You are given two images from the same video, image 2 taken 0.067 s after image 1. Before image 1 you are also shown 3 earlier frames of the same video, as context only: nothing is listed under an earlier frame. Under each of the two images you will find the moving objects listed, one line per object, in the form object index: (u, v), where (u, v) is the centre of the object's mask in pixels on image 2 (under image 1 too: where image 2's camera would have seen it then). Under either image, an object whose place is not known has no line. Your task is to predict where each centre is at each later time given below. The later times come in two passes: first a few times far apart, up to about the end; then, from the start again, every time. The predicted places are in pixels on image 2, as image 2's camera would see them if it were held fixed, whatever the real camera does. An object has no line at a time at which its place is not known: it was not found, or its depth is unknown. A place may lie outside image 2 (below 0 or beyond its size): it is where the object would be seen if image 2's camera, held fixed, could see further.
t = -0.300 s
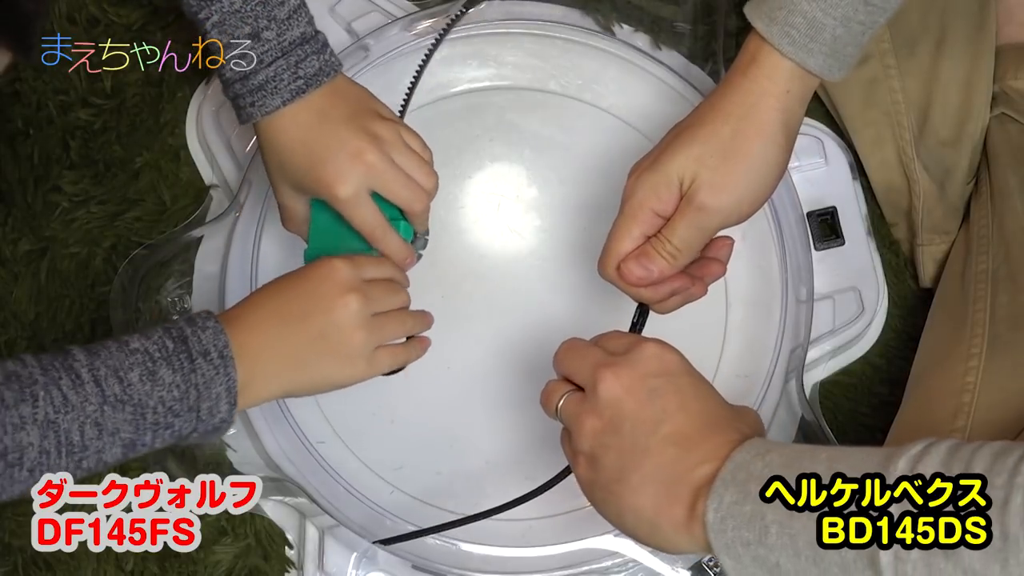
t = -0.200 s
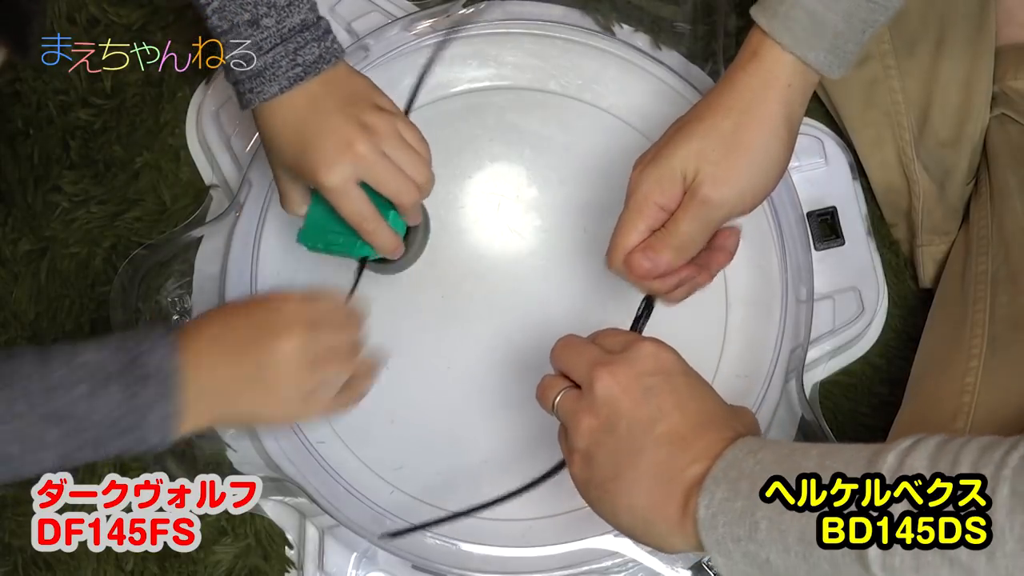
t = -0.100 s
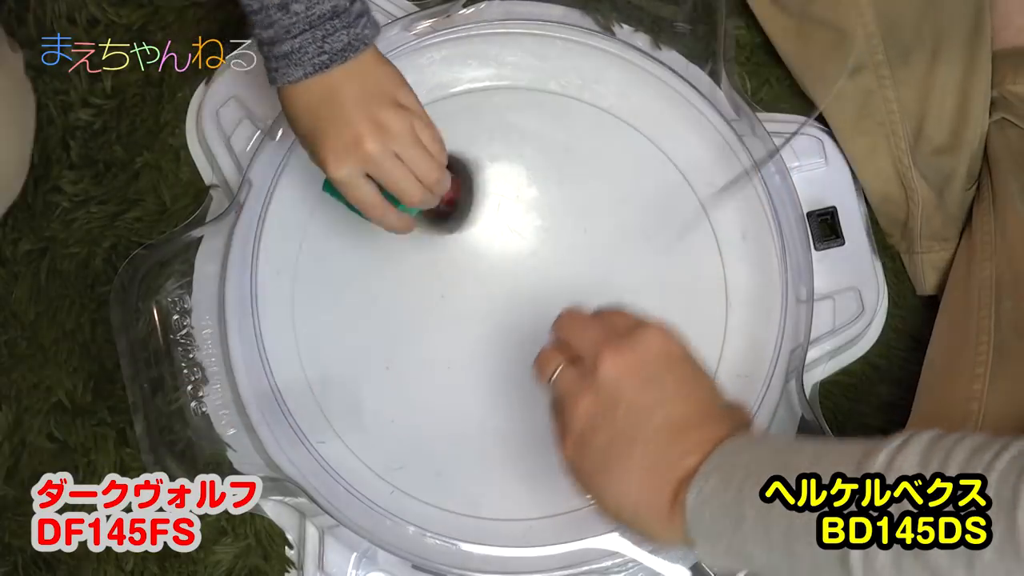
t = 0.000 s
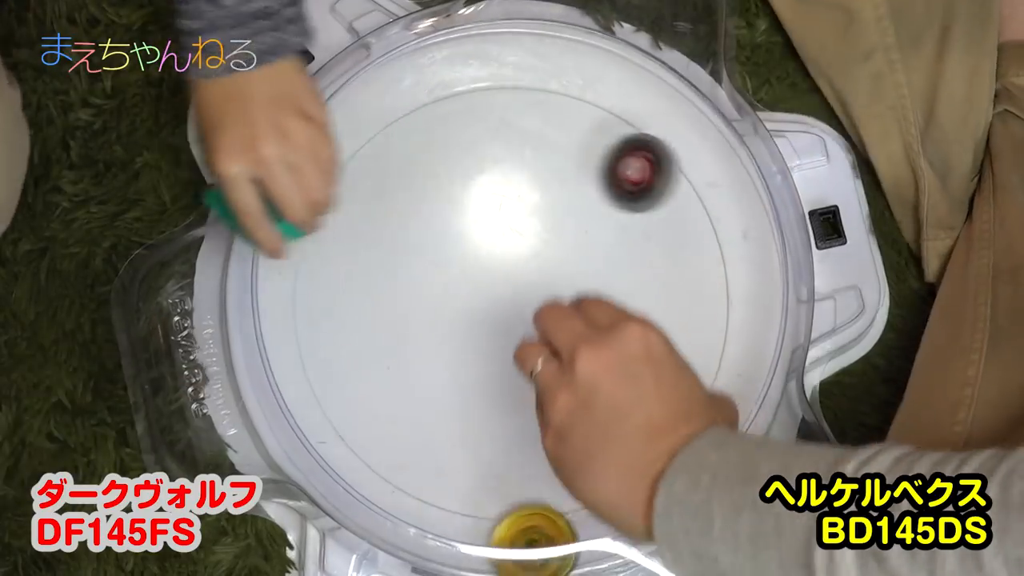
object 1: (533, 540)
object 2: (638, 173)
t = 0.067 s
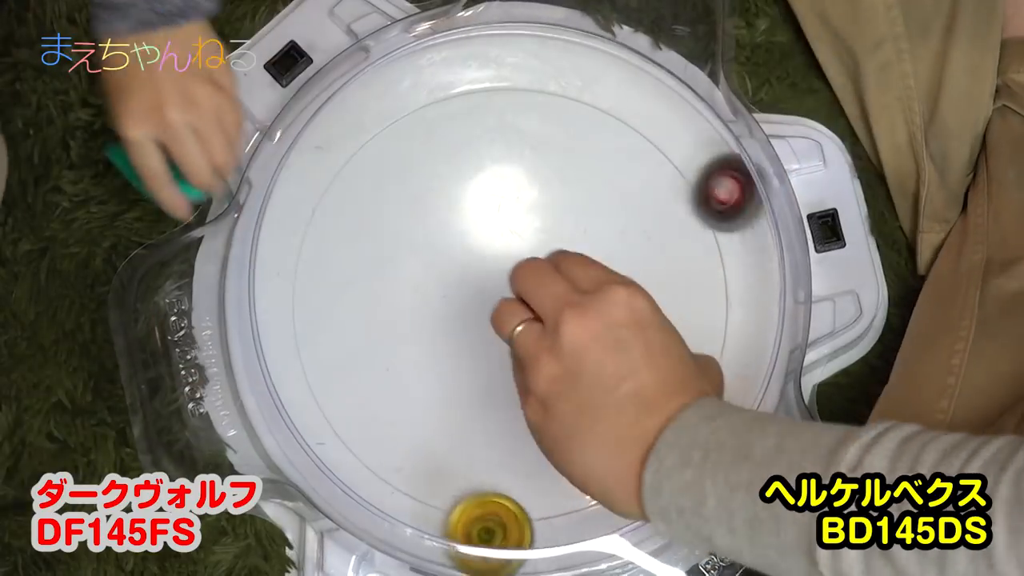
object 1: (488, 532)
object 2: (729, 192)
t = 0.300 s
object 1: (396, 387)
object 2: (657, 373)
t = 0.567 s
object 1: (460, 196)
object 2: (455, 494)
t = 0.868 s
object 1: (473, 275)
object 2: (424, 348)
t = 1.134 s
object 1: (551, 231)
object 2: (368, 455)
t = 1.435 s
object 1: (497, 235)
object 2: (470, 357)
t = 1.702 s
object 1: (454, 199)
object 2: (498, 277)
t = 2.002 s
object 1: (410, 182)
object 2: (496, 281)
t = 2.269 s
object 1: (400, 212)
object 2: (559, 313)
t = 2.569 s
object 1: (453, 263)
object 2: (563, 178)
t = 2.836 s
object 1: (506, 298)
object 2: (534, 107)
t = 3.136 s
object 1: (559, 338)
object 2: (520, 201)
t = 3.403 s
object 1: (591, 367)
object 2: (582, 252)
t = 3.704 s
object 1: (599, 382)
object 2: (631, 305)
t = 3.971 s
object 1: (556, 380)
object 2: (642, 330)
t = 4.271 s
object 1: (502, 358)
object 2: (602, 358)
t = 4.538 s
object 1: (461, 329)
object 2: (538, 375)
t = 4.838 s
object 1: (433, 285)
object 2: (463, 378)
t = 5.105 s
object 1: (428, 248)
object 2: (415, 363)
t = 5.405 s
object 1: (456, 228)
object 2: (397, 323)
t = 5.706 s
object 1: (505, 236)
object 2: (420, 272)
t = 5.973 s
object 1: (547, 260)
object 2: (462, 234)
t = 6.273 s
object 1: (579, 300)
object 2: (520, 215)
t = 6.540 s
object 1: (588, 338)
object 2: (568, 226)
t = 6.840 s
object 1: (568, 367)
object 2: (597, 267)
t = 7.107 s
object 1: (527, 374)
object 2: (599, 320)
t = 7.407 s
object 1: (477, 361)
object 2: (574, 368)
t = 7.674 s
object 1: (446, 333)
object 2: (531, 386)
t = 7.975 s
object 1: (435, 289)
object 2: (474, 377)
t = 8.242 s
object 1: (447, 252)
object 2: (436, 347)
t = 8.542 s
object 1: (486, 233)
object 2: (425, 295)
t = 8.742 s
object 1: (517, 234)
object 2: (433, 259)
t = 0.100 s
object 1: (466, 524)
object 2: (750, 211)
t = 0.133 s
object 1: (448, 506)
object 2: (750, 237)
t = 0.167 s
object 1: (429, 493)
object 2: (741, 265)
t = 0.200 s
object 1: (413, 473)
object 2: (727, 293)
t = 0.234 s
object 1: (403, 446)
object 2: (706, 323)
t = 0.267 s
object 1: (398, 418)
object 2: (682, 350)
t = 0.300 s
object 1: (396, 387)
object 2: (657, 373)
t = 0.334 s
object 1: (398, 356)
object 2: (628, 394)
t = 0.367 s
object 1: (402, 325)
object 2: (601, 417)
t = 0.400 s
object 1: (409, 295)
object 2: (573, 435)
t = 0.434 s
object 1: (418, 268)
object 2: (547, 452)
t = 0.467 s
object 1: (428, 244)
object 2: (521, 466)
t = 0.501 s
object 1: (438, 224)
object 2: (497, 479)
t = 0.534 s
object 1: (449, 208)
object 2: (475, 488)
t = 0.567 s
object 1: (460, 196)
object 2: (455, 494)
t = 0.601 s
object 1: (470, 189)
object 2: (439, 492)
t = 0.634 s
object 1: (478, 186)
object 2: (426, 484)
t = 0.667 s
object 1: (484, 189)
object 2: (417, 471)
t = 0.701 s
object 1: (488, 195)
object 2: (412, 454)
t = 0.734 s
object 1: (490, 206)
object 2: (411, 435)
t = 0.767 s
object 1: (489, 220)
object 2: (411, 414)
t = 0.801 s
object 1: (486, 236)
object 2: (414, 392)
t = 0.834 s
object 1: (480, 255)
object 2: (418, 369)
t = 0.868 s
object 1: (473, 275)
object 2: (424, 348)
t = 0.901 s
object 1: (486, 267)
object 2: (409, 363)
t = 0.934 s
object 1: (502, 255)
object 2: (393, 384)
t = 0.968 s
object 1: (516, 245)
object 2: (377, 408)
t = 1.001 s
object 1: (528, 237)
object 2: (363, 431)
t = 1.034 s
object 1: (539, 233)
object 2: (359, 441)
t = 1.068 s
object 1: (546, 230)
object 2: (360, 448)
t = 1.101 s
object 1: (550, 229)
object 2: (364, 453)
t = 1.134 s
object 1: (551, 231)
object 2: (368, 455)
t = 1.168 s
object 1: (549, 234)
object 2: (373, 456)
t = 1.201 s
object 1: (544, 238)
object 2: (381, 454)
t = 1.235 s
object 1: (538, 242)
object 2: (393, 447)
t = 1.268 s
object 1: (531, 244)
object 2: (406, 437)
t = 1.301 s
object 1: (524, 245)
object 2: (420, 424)
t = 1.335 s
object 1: (516, 244)
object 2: (434, 410)
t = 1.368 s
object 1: (509, 241)
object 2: (446, 393)
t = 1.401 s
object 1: (503, 238)
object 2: (459, 375)
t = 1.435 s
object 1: (497, 235)
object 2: (470, 357)
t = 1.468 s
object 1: (490, 232)
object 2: (480, 337)
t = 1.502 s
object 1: (484, 230)
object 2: (488, 317)
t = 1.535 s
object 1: (478, 226)
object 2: (494, 301)
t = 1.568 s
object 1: (473, 214)
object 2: (497, 296)
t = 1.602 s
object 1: (467, 206)
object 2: (500, 293)
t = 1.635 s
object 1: (463, 203)
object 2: (500, 288)
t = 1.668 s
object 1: (458, 201)
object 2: (499, 282)
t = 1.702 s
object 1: (454, 199)
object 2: (498, 277)
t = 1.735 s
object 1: (450, 199)
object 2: (494, 271)
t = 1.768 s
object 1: (445, 197)
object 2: (492, 268)
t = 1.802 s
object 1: (440, 194)
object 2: (490, 267)
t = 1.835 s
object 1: (436, 193)
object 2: (487, 266)
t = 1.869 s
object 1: (432, 193)
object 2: (485, 264)
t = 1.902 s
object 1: (429, 193)
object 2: (481, 261)
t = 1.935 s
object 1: (426, 194)
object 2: (478, 258)
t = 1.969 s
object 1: (418, 188)
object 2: (484, 266)
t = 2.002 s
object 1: (410, 182)
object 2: (496, 281)
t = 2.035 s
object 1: (406, 182)
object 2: (508, 295)
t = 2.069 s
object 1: (402, 183)
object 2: (519, 306)
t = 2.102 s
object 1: (399, 186)
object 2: (529, 315)
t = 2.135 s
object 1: (397, 189)
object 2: (537, 321)
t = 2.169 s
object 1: (396, 194)
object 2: (545, 323)
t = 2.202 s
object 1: (396, 200)
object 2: (551, 323)
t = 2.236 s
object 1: (397, 206)
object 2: (555, 319)
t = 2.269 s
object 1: (400, 212)
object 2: (559, 313)
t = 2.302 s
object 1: (404, 218)
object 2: (562, 304)
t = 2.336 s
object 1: (408, 224)
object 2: (563, 293)
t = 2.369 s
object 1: (414, 230)
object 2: (564, 280)
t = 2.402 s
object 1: (420, 236)
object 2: (564, 265)
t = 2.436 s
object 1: (427, 242)
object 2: (564, 250)
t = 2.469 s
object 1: (433, 248)
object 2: (564, 232)
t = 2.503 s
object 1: (440, 253)
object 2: (564, 214)
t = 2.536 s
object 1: (447, 258)
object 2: (563, 196)
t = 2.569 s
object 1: (453, 263)
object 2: (563, 178)
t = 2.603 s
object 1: (460, 267)
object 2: (562, 161)
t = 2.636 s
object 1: (467, 272)
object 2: (561, 144)
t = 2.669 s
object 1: (473, 276)
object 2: (559, 130)
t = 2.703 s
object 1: (480, 281)
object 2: (556, 116)
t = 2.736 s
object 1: (487, 285)
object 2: (553, 105)
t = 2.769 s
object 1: (493, 290)
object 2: (548, 98)
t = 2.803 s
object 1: (500, 294)
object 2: (541, 102)
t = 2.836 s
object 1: (506, 298)
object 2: (534, 107)
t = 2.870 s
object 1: (513, 303)
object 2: (527, 115)
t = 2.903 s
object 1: (519, 307)
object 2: (522, 123)
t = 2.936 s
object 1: (525, 312)
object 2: (517, 134)
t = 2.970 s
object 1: (531, 316)
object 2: (514, 146)
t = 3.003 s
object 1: (537, 321)
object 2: (511, 157)
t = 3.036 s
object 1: (543, 325)
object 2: (511, 169)
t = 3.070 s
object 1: (548, 329)
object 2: (512, 181)
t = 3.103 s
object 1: (554, 334)
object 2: (516, 192)
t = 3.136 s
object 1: (559, 338)
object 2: (520, 201)
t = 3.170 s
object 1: (563, 342)
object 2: (526, 208)
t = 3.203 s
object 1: (568, 346)
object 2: (533, 215)
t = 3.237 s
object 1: (573, 350)
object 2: (541, 222)
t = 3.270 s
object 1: (577, 354)
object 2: (549, 228)
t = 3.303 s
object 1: (581, 357)
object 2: (557, 234)
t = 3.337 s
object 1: (585, 361)
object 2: (566, 240)
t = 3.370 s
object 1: (588, 364)
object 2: (574, 246)
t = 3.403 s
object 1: (591, 367)
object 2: (582, 252)
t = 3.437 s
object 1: (594, 371)
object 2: (590, 258)
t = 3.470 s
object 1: (596, 374)
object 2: (598, 264)
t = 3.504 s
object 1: (598, 376)
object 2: (604, 270)
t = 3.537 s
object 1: (600, 378)
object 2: (610, 276)
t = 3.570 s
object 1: (601, 380)
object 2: (616, 282)
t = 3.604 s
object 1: (602, 382)
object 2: (620, 287)
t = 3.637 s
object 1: (602, 382)
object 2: (625, 294)
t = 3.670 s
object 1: (601, 382)
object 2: (628, 299)
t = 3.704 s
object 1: (599, 382)
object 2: (631, 305)
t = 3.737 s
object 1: (595, 383)
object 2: (635, 308)
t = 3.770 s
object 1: (589, 385)
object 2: (640, 308)
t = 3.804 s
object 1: (584, 385)
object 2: (642, 310)
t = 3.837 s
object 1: (579, 384)
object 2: (644, 314)
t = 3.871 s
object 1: (574, 383)
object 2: (643, 317)
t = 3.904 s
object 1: (568, 382)
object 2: (644, 321)
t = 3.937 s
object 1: (562, 381)
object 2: (643, 326)
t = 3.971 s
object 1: (556, 380)
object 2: (642, 330)
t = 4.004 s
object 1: (550, 378)
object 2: (640, 333)
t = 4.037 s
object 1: (544, 376)
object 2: (636, 337)
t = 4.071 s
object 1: (538, 374)
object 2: (633, 340)
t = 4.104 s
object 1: (532, 372)
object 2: (630, 345)
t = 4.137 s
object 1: (526, 369)
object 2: (626, 347)
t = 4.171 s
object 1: (520, 367)
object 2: (621, 350)
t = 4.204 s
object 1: (514, 364)
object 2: (615, 353)
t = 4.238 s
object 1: (508, 361)
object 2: (609, 356)
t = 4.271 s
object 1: (502, 358)
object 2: (602, 358)
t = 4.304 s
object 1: (496, 355)
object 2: (595, 361)
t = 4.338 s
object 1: (490, 352)
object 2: (588, 364)
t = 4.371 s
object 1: (485, 349)
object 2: (580, 366)
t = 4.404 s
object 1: (480, 345)
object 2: (572, 368)
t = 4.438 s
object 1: (475, 341)
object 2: (564, 370)
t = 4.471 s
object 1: (470, 337)
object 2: (556, 372)
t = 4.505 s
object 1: (465, 333)
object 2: (547, 374)
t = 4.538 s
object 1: (461, 329)
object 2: (538, 375)
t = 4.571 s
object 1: (457, 324)
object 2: (529, 376)
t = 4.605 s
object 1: (453, 320)
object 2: (521, 377)
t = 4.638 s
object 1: (449, 315)
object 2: (512, 378)
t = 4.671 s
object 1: (446, 311)
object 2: (504, 379)
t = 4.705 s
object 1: (443, 306)
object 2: (496, 379)
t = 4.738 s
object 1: (440, 301)
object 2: (487, 379)
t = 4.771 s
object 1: (437, 296)
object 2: (479, 379)
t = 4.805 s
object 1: (435, 291)
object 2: (471, 379)
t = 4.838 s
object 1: (433, 285)
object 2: (463, 378)
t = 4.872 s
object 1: (431, 280)
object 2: (456, 378)
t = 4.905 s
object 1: (430, 275)
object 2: (448, 377)
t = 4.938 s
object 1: (428, 271)
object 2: (442, 375)
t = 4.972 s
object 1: (427, 266)
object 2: (435, 373)
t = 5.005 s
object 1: (427, 261)
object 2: (429, 371)
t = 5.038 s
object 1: (427, 257)
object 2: (424, 369)
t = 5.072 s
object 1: (427, 252)
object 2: (419, 366)
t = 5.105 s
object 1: (428, 248)
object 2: (415, 363)
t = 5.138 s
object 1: (429, 245)
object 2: (411, 359)
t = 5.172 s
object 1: (431, 241)
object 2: (407, 355)
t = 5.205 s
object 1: (433, 238)
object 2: (404, 352)
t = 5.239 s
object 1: (436, 235)
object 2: (401, 347)
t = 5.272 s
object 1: (440, 233)
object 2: (399, 343)
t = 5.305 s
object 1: (443, 232)
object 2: (398, 338)
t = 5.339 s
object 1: (447, 230)
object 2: (397, 333)
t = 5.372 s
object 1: (451, 229)
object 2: (397, 328)
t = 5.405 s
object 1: (456, 228)
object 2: (397, 323)
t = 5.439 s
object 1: (461, 228)
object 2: (398, 317)
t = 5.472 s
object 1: (466, 228)
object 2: (400, 311)
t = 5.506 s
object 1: (471, 228)
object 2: (402, 306)
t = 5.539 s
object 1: (477, 229)
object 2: (404, 300)
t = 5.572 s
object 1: (483, 230)
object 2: (407, 295)
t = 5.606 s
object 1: (488, 231)
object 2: (410, 289)
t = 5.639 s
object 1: (494, 233)
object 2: (413, 283)
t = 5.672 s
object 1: (499, 234)
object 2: (417, 278)
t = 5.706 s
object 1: (505, 236)
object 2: (420, 272)
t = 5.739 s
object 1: (511, 238)
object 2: (424, 266)
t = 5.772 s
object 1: (516, 241)
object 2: (429, 261)
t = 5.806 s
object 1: (521, 243)
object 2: (433, 256)
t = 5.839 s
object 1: (527, 246)
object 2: (438, 251)
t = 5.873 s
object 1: (532, 249)
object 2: (444, 246)
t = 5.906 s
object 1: (537, 252)
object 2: (450, 242)
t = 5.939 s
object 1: (542, 256)
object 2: (456, 238)
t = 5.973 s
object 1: (547, 260)
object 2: (462, 234)
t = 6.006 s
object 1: (552, 263)
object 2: (468, 230)
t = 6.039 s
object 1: (556, 267)
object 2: (474, 227)
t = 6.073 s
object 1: (560, 272)
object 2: (480, 224)
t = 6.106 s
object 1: (564, 276)
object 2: (487, 221)
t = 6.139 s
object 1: (567, 281)
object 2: (494, 219)
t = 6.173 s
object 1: (570, 285)
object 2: (501, 218)
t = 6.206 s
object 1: (573, 290)
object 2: (508, 217)
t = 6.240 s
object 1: (576, 295)
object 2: (514, 216)
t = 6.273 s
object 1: (579, 300)
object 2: (520, 215)
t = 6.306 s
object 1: (581, 305)
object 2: (527, 215)
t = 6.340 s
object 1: (583, 310)
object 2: (533, 215)
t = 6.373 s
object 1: (585, 315)
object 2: (539, 216)
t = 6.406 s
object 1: (586, 319)
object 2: (545, 218)
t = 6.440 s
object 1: (587, 324)
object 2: (552, 219)
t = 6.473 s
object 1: (588, 329)
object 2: (557, 221)
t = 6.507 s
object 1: (588, 334)
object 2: (563, 223)
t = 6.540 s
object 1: (588, 338)
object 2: (568, 226)
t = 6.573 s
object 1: (588, 342)
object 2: (573, 229)
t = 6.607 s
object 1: (587, 347)
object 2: (577, 233)
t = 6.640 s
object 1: (586, 350)
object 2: (580, 236)
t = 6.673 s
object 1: (584, 354)
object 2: (584, 241)
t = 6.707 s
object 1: (582, 357)
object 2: (587, 246)
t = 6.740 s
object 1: (579, 360)
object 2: (590, 250)
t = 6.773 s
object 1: (576, 363)
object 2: (593, 255)
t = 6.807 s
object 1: (572, 365)
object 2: (595, 261)
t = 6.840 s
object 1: (568, 367)
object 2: (597, 267)
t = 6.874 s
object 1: (564, 369)
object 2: (598, 273)
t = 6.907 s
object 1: (559, 370)
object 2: (599, 278)
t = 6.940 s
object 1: (555, 372)
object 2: (600, 285)
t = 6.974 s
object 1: (549, 372)
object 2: (601, 292)
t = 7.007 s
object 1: (544, 373)
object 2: (600, 299)
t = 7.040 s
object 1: (538, 374)
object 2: (600, 306)
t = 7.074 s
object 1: (533, 374)
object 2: (599, 312)
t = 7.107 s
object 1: (527, 374)
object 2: (599, 320)
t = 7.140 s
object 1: (521, 373)
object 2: (597, 327)
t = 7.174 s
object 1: (516, 372)
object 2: (596, 333)
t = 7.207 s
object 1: (510, 371)
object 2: (594, 339)
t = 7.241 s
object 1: (504, 370)
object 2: (591, 345)
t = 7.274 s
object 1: (498, 369)
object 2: (589, 350)
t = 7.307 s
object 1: (493, 367)
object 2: (586, 355)
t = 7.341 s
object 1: (488, 365)
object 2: (582, 360)
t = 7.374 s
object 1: (482, 363)
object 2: (578, 364)
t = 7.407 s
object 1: (477, 361)
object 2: (574, 368)
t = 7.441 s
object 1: (472, 358)
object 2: (569, 372)
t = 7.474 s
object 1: (468, 355)
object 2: (564, 375)
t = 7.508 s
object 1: (463, 352)
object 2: (559, 378)
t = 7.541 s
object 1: (459, 348)
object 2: (554, 380)
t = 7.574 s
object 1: (455, 345)
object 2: (548, 382)
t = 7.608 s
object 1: (452, 341)
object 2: (542, 384)
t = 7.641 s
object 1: (448, 337)
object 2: (536, 385)
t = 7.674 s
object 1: (446, 333)
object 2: (531, 386)
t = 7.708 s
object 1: (443, 328)
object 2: (524, 386)
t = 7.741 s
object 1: (441, 324)
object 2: (519, 386)
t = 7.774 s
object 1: (439, 319)
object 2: (512, 386)
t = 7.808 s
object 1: (437, 314)
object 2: (505, 385)
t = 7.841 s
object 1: (436, 310)
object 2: (499, 384)
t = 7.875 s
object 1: (435, 304)
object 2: (493, 383)
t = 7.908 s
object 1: (435, 299)
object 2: (486, 381)
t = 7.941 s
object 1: (435, 294)
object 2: (480, 379)
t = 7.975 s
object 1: (435, 289)
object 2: (474, 377)
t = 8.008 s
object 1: (435, 283)
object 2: (468, 374)
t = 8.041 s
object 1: (436, 278)
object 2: (462, 371)
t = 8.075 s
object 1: (437, 273)
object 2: (457, 368)
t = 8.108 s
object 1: (438, 269)
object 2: (452, 364)
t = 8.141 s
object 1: (440, 265)
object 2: (447, 360)
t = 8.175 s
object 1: (442, 260)
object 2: (443, 356)
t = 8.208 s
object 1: (444, 256)
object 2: (440, 352)
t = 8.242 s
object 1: (447, 252)
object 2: (436, 347)
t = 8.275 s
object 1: (450, 249)
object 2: (433, 342)
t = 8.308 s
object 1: (454, 246)
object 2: (430, 337)
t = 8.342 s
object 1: (457, 243)
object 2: (428, 331)
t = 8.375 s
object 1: (461, 241)
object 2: (426, 326)
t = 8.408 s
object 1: (466, 239)
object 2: (425, 320)
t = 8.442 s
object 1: (471, 237)
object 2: (425, 314)
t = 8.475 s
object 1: (476, 235)
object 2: (424, 308)
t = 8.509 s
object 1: (481, 234)
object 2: (425, 301)
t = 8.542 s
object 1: (486, 233)
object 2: (425, 295)
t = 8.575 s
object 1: (491, 232)
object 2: (426, 289)
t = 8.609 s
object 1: (496, 232)
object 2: (426, 282)
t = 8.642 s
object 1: (501, 232)
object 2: (427, 276)
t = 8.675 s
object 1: (507, 233)
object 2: (429, 270)
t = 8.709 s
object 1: (512, 233)
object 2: (430, 265)
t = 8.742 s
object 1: (517, 234)
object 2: (433, 259)
